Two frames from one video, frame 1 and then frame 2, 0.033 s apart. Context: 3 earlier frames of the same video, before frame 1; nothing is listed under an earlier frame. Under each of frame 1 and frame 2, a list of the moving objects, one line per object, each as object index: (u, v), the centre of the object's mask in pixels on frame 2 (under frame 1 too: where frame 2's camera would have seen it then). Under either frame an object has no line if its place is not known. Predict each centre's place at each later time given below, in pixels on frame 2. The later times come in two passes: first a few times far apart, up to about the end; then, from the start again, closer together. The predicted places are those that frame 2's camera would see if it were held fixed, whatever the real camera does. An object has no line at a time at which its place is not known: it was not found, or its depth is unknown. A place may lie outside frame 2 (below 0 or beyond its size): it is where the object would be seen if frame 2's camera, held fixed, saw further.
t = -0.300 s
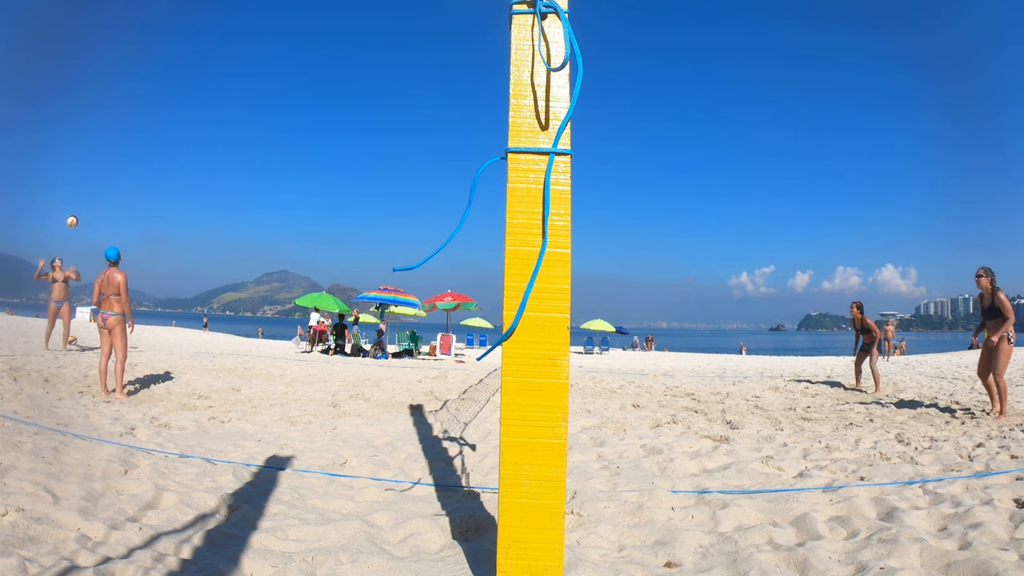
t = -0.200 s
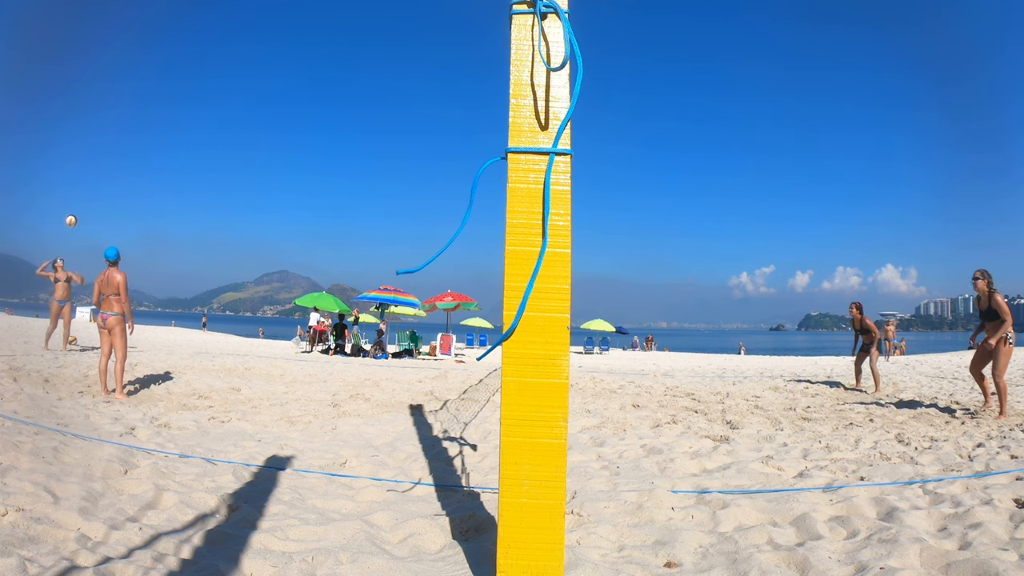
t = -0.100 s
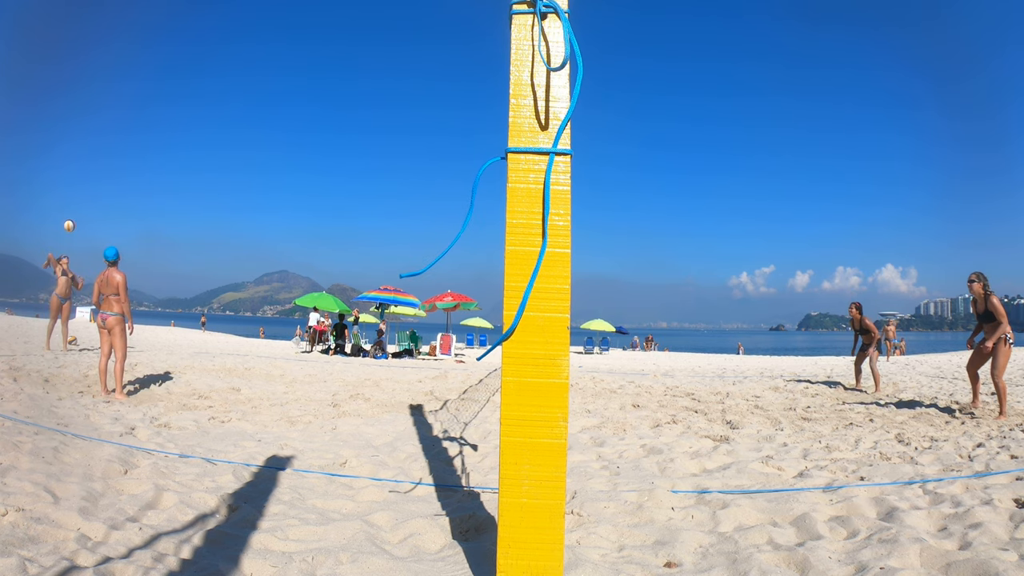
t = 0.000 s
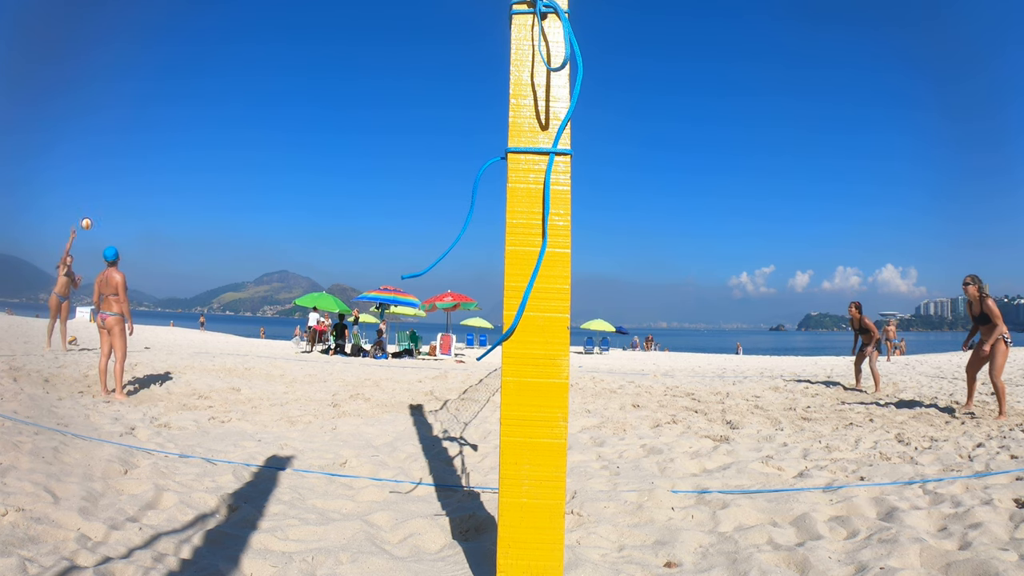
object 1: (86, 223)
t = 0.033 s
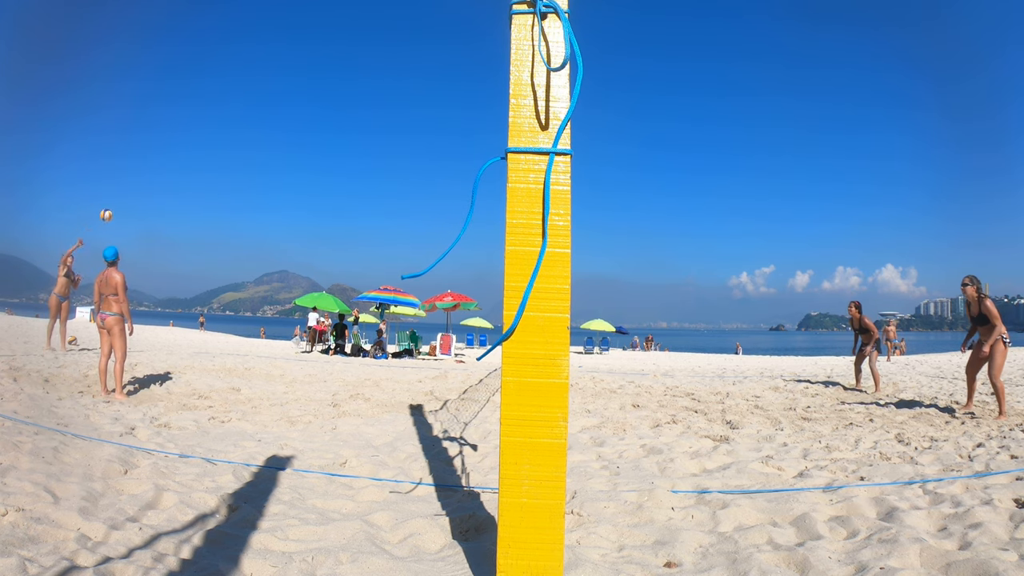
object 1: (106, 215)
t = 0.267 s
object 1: (261, 169)
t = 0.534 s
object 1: (446, 161)
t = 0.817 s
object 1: (628, 207)
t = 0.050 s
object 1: (117, 211)
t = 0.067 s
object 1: (127, 207)
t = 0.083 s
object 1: (137, 203)
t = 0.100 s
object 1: (148, 199)
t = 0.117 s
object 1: (159, 195)
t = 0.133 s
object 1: (170, 192)
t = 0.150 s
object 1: (182, 189)
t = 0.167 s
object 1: (193, 186)
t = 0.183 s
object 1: (204, 182)
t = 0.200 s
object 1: (215, 179)
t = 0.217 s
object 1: (226, 176)
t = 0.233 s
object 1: (238, 174)
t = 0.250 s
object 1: (249, 171)
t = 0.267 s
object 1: (261, 169)
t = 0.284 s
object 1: (272, 167)
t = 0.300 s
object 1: (284, 165)
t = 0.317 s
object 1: (295, 163)
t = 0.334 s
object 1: (307, 161)
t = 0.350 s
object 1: (318, 160)
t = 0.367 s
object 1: (330, 159)
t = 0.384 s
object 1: (342, 158)
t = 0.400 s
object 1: (354, 158)
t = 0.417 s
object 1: (365, 157)
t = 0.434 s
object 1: (377, 157)
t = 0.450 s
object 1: (389, 157)
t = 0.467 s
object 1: (401, 158)
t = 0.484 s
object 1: (412, 158)
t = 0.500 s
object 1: (424, 159)
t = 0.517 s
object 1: (435, 160)
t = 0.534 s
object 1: (446, 161)
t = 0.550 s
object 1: (458, 163)
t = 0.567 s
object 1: (469, 164)
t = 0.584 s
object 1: (479, 165)
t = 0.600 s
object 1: (492, 168)
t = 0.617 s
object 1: (501, 170)
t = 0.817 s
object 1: (628, 207)
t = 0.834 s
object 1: (637, 211)
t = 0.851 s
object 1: (646, 216)
